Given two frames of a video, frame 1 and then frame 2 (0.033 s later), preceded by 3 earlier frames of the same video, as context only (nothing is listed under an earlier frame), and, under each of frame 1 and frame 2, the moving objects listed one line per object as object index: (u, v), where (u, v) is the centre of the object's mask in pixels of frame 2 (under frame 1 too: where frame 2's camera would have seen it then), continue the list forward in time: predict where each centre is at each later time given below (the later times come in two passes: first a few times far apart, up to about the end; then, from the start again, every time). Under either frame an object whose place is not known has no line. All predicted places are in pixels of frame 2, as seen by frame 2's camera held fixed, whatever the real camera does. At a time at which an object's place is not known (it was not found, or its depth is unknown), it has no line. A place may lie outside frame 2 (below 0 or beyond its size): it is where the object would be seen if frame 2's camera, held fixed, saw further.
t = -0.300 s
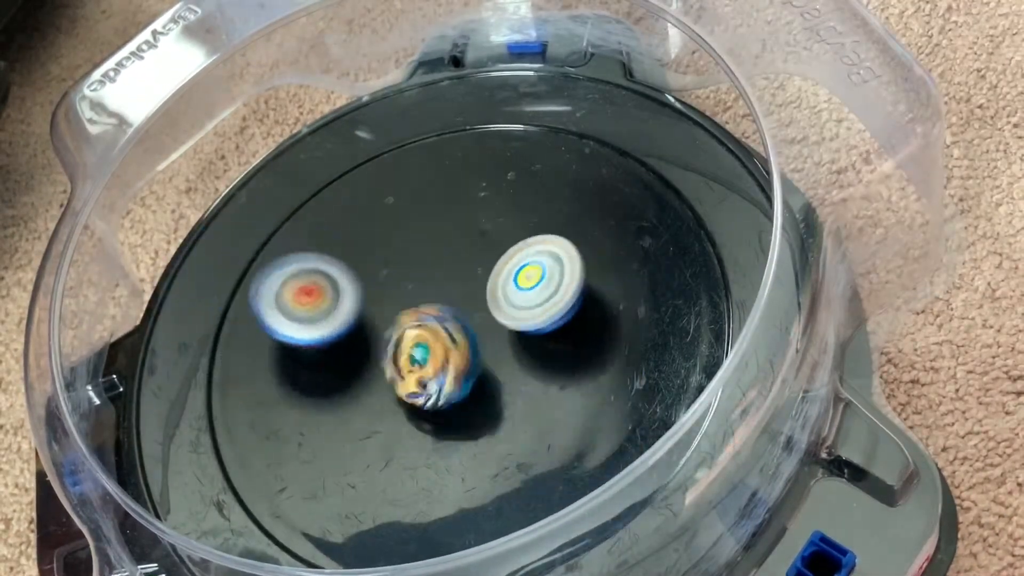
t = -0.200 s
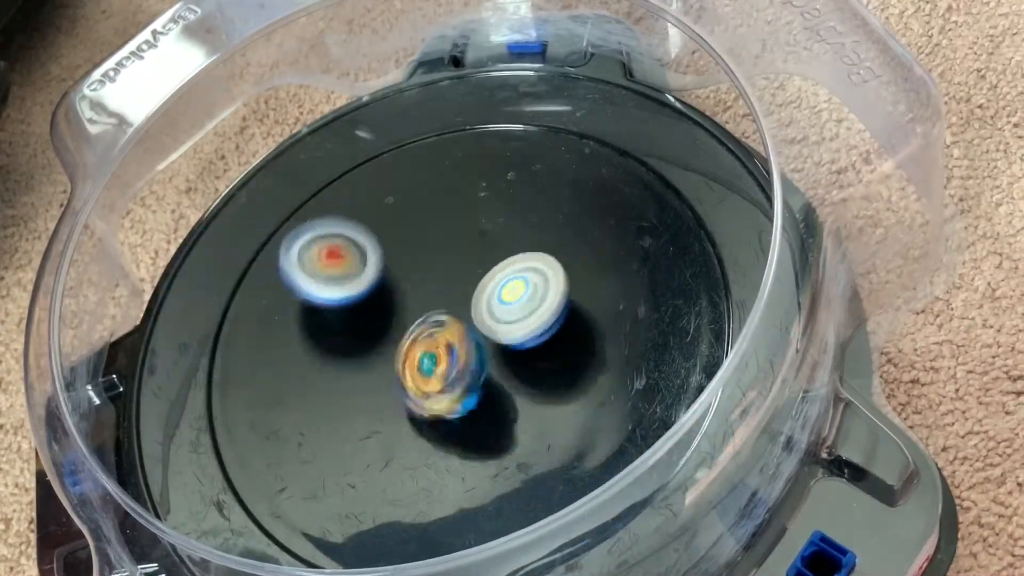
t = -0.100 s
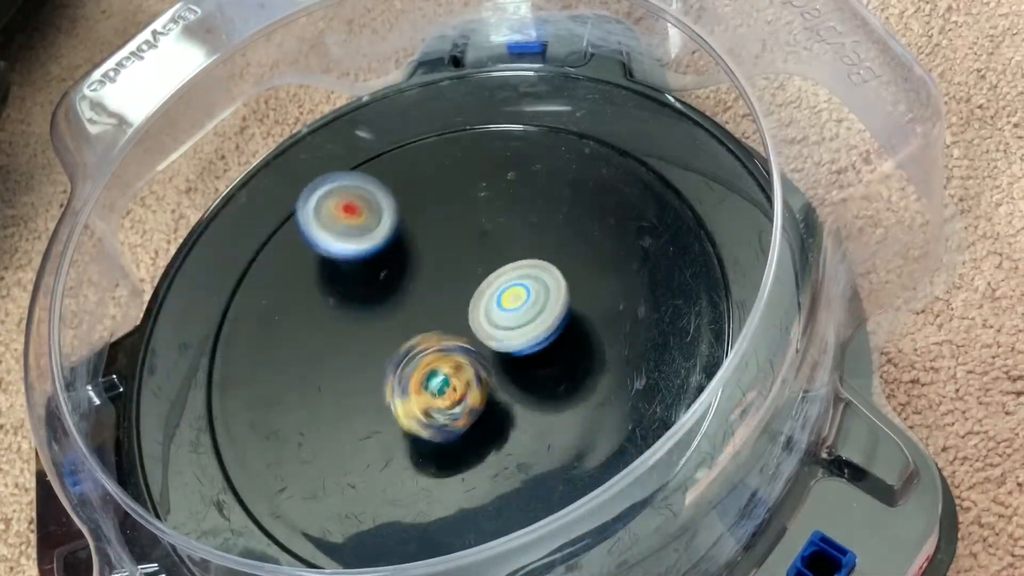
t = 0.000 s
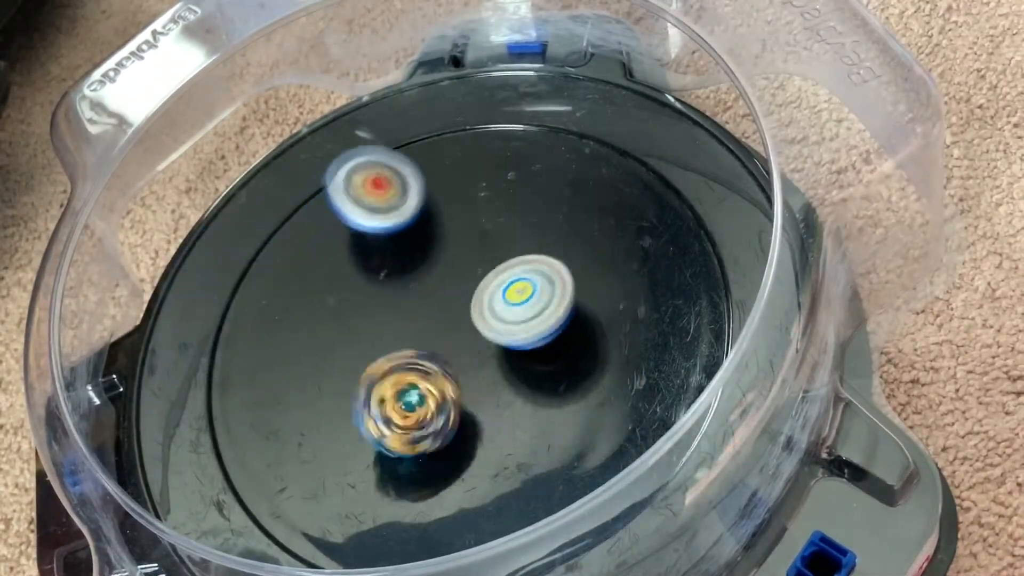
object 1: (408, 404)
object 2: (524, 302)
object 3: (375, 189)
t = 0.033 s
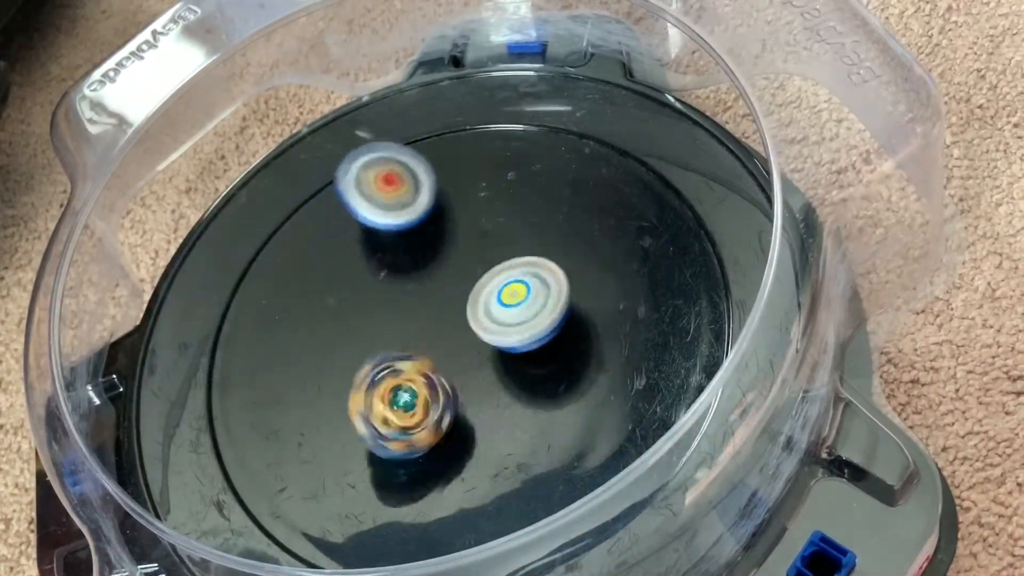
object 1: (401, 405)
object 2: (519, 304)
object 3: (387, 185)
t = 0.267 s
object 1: (409, 396)
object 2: (481, 315)
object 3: (483, 218)
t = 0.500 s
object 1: (381, 394)
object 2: (531, 357)
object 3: (569, 115)
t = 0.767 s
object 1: (421, 344)
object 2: (554, 360)
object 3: (506, 253)
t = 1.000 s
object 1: (356, 346)
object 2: (628, 405)
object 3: (596, 234)
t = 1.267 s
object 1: (386, 318)
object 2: (540, 367)
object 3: (630, 291)
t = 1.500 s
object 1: (376, 304)
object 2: (361, 398)
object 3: (528, 392)
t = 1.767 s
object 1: (414, 310)
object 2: (280, 420)
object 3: (374, 453)
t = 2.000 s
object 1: (401, 345)
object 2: (299, 327)
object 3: (433, 435)
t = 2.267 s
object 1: (421, 306)
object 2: (380, 218)
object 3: (477, 408)
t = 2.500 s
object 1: (430, 297)
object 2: (481, 190)
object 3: (378, 381)
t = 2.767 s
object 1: (450, 270)
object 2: (584, 236)
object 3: (235, 422)
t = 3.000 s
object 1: (427, 295)
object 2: (595, 326)
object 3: (283, 360)
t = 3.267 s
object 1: (488, 278)
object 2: (505, 434)
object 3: (308, 274)
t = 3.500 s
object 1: (489, 289)
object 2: (396, 438)
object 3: (366, 230)
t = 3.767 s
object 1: (464, 318)
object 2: (342, 351)
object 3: (477, 212)
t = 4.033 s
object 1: (452, 318)
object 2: (380, 250)
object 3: (563, 241)
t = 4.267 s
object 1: (453, 318)
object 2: (461, 222)
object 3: (582, 309)
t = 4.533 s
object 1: (452, 318)
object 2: (557, 273)
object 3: (523, 393)
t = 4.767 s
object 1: (452, 318)
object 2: (561, 356)
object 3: (430, 418)
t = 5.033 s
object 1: (453, 318)
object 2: (467, 414)
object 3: (354, 377)
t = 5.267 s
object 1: (456, 316)
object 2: (404, 396)
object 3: (331, 286)
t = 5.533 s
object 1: (488, 297)
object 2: (358, 333)
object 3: (389, 232)
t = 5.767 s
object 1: (496, 320)
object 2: (396, 282)
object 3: (464, 204)
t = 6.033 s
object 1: (506, 344)
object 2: (434, 293)
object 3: (535, 237)
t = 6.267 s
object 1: (456, 376)
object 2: (422, 286)
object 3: (542, 288)
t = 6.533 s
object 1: (429, 374)
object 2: (444, 274)
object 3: (538, 297)
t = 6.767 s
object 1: (418, 354)
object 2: (459, 262)
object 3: (539, 346)
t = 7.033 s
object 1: (417, 342)
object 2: (475, 262)
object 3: (514, 343)
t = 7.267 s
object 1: (413, 338)
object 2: (475, 261)
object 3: (520, 338)
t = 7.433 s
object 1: (415, 337)
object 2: (477, 262)
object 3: (533, 331)
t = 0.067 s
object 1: (397, 406)
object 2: (514, 306)
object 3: (399, 185)
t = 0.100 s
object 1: (396, 407)
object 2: (509, 308)
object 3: (412, 186)
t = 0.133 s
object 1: (398, 407)
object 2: (503, 310)
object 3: (426, 189)
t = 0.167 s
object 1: (399, 404)
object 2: (498, 312)
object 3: (440, 195)
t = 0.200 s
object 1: (402, 402)
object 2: (493, 313)
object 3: (454, 202)
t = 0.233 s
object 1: (404, 400)
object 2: (487, 314)
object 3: (469, 211)
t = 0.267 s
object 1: (409, 396)
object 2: (481, 315)
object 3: (483, 218)
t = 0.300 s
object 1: (396, 402)
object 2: (489, 329)
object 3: (503, 199)
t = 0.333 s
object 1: (382, 409)
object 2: (504, 342)
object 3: (523, 176)
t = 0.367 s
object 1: (373, 412)
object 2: (515, 351)
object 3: (538, 154)
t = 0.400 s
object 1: (370, 410)
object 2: (523, 357)
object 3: (552, 134)
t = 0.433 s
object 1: (372, 405)
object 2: (528, 360)
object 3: (562, 119)
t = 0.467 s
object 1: (375, 399)
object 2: (530, 360)
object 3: (567, 114)
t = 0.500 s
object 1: (381, 394)
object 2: (531, 357)
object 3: (569, 115)
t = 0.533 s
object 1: (387, 388)
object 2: (531, 353)
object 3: (570, 123)
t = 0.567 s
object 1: (394, 383)
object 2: (531, 349)
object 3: (566, 138)
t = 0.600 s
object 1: (403, 377)
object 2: (532, 345)
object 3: (560, 156)
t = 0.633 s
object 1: (410, 373)
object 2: (531, 341)
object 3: (552, 177)
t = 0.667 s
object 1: (417, 367)
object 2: (531, 338)
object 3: (543, 200)
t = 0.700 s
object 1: (424, 361)
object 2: (530, 334)
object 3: (532, 226)
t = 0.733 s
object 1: (430, 355)
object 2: (531, 336)
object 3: (519, 245)
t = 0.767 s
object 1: (421, 344)
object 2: (554, 360)
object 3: (506, 253)
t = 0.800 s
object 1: (414, 335)
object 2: (575, 377)
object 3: (496, 264)
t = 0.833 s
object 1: (390, 338)
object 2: (595, 391)
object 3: (508, 258)
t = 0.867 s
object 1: (371, 342)
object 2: (610, 401)
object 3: (525, 251)
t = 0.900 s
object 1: (359, 346)
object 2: (621, 405)
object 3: (544, 244)
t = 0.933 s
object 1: (355, 346)
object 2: (627, 406)
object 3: (563, 239)
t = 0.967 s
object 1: (354, 346)
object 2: (629, 406)
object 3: (580, 235)
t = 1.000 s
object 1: (356, 346)
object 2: (628, 405)
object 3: (596, 234)
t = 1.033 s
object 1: (359, 346)
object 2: (624, 403)
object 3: (609, 234)
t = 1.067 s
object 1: (366, 345)
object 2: (616, 400)
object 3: (621, 236)
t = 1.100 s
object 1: (374, 343)
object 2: (607, 397)
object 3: (629, 240)
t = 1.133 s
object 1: (379, 339)
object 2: (595, 391)
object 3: (636, 247)
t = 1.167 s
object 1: (384, 334)
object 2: (582, 385)
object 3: (639, 256)
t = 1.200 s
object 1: (385, 328)
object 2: (568, 379)
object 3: (640, 266)
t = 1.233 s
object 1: (386, 323)
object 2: (554, 373)
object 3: (636, 278)
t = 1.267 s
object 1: (386, 318)
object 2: (540, 367)
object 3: (630, 291)
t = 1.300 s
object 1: (384, 316)
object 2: (522, 363)
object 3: (623, 304)
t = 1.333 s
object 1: (383, 314)
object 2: (498, 360)
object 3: (614, 318)
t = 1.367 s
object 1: (383, 313)
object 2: (473, 360)
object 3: (601, 333)
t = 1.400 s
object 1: (379, 310)
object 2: (447, 365)
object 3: (586, 349)
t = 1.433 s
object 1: (377, 307)
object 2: (419, 375)
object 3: (567, 362)
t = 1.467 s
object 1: (375, 305)
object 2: (389, 387)
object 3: (548, 377)
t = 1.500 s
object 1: (376, 304)
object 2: (361, 398)
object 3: (528, 392)
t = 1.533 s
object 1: (378, 305)
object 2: (336, 408)
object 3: (507, 404)
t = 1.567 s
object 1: (381, 304)
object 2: (314, 416)
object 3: (485, 416)
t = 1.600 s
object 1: (384, 302)
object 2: (296, 422)
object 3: (462, 426)
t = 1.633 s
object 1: (389, 301)
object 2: (282, 427)
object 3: (440, 434)
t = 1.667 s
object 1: (395, 301)
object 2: (277, 428)
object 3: (420, 443)
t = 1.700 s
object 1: (401, 302)
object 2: (274, 426)
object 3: (401, 448)
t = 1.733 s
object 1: (408, 304)
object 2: (276, 424)
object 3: (385, 451)
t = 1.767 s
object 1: (414, 310)
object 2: (280, 420)
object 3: (374, 453)
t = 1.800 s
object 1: (418, 316)
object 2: (277, 409)
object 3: (376, 455)
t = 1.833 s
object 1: (419, 324)
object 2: (276, 396)
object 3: (383, 459)
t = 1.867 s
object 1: (418, 331)
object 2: (277, 382)
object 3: (392, 459)
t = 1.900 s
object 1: (414, 337)
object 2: (280, 370)
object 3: (401, 457)
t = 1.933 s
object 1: (409, 341)
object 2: (286, 356)
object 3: (412, 452)
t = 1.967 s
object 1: (404, 343)
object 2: (292, 341)
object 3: (422, 444)
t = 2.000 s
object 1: (401, 345)
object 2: (299, 327)
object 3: (433, 435)
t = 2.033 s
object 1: (402, 344)
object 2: (308, 313)
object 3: (441, 424)
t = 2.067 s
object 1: (403, 341)
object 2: (318, 299)
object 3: (448, 412)
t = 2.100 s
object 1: (404, 337)
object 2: (328, 286)
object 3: (454, 403)
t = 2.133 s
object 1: (405, 330)
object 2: (335, 269)
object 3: (466, 408)
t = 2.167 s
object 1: (408, 325)
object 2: (343, 255)
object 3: (475, 409)
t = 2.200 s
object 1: (410, 317)
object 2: (355, 241)
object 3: (479, 410)
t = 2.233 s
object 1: (414, 311)
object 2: (366, 228)
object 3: (480, 410)
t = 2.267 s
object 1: (421, 306)
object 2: (380, 218)
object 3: (477, 408)
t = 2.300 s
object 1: (427, 302)
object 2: (391, 209)
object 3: (470, 405)
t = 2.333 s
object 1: (429, 298)
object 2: (406, 204)
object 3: (460, 402)
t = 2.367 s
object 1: (428, 297)
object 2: (421, 197)
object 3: (446, 398)
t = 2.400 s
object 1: (428, 296)
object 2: (437, 192)
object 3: (431, 393)
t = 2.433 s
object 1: (428, 297)
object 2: (450, 190)
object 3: (416, 388)
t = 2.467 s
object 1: (429, 297)
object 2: (466, 190)
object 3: (399, 383)
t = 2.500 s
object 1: (430, 297)
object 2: (481, 190)
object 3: (378, 381)
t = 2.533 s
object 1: (439, 285)
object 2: (497, 191)
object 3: (347, 396)
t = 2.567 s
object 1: (447, 276)
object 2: (510, 194)
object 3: (317, 409)
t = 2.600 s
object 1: (451, 270)
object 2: (525, 199)
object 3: (293, 417)
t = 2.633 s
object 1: (452, 266)
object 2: (540, 205)
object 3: (275, 422)
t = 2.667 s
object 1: (451, 264)
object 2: (552, 210)
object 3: (260, 425)
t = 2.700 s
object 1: (451, 265)
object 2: (564, 219)
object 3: (248, 425)
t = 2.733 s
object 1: (450, 267)
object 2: (574, 228)
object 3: (240, 425)
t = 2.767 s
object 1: (450, 270)
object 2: (584, 236)
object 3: (235, 422)
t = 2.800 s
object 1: (450, 274)
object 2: (590, 248)
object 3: (233, 418)
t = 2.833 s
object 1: (448, 279)
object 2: (596, 258)
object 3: (236, 412)
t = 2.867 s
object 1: (445, 284)
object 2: (600, 272)
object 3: (240, 405)
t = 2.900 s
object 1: (441, 288)
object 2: (601, 284)
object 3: (248, 396)
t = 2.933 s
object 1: (436, 290)
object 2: (601, 298)
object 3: (257, 385)
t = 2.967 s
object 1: (432, 292)
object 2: (599, 314)
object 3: (269, 373)
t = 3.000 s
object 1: (427, 295)
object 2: (595, 326)
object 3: (283, 360)
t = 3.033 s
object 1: (423, 296)
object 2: (589, 343)
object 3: (298, 346)
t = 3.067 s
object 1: (423, 296)
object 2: (580, 360)
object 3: (313, 332)
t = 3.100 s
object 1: (430, 295)
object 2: (573, 372)
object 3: (322, 319)
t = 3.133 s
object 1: (450, 291)
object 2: (562, 388)
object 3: (313, 307)
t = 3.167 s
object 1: (468, 287)
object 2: (548, 402)
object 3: (308, 299)
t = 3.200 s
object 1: (479, 283)
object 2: (537, 413)
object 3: (305, 290)
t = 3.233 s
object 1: (486, 279)
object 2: (522, 424)
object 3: (305, 282)
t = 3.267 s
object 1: (488, 278)
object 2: (505, 434)
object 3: (308, 274)
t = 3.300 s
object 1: (487, 277)
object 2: (491, 439)
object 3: (311, 265)
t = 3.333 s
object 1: (487, 278)
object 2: (475, 445)
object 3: (316, 258)
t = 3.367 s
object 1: (487, 279)
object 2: (458, 449)
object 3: (323, 252)
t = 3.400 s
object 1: (487, 281)
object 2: (441, 448)
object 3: (331, 244)
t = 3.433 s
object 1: (488, 283)
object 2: (425, 447)
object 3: (341, 239)
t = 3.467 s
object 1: (489, 286)
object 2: (410, 444)
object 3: (353, 235)
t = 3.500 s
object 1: (489, 289)
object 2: (396, 438)
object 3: (366, 230)
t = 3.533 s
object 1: (488, 294)
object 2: (382, 432)
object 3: (381, 227)
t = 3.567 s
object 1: (487, 299)
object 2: (372, 423)
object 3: (395, 223)
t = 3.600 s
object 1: (484, 303)
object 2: (363, 414)
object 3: (409, 222)
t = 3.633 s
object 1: (480, 307)
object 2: (355, 403)
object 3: (424, 220)
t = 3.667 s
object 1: (475, 312)
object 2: (351, 389)
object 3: (437, 219)
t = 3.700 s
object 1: (471, 315)
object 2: (345, 376)
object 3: (451, 216)
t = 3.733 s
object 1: (467, 318)
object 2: (343, 365)
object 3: (465, 213)
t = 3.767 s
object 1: (464, 318)
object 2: (342, 351)
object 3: (477, 212)
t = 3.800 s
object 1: (460, 318)
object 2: (342, 337)
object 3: (491, 212)
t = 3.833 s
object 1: (458, 317)
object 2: (347, 323)
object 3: (503, 215)
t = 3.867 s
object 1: (454, 318)
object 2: (351, 310)
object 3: (515, 218)
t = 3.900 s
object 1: (452, 319)
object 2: (356, 298)
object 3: (526, 221)
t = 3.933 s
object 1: (452, 319)
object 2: (359, 285)
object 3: (535, 225)
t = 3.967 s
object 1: (452, 318)
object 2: (363, 273)
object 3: (545, 230)
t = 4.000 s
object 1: (452, 318)
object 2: (373, 261)
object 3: (554, 235)
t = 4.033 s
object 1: (452, 318)
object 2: (380, 250)
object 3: (563, 241)
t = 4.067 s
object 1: (452, 318)
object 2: (390, 243)
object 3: (570, 247)
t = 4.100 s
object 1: (453, 318)
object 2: (400, 236)
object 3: (575, 255)
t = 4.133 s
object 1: (453, 318)
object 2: (412, 232)
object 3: (579, 264)
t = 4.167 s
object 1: (453, 318)
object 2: (425, 226)
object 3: (582, 274)
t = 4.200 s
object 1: (452, 318)
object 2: (435, 223)
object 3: (584, 286)
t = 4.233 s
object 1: (452, 318)
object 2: (448, 221)
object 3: (584, 297)
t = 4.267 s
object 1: (453, 318)
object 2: (461, 222)
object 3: (582, 309)
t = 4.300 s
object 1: (453, 318)
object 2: (475, 224)
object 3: (579, 320)
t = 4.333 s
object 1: (453, 318)
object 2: (487, 226)
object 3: (573, 332)
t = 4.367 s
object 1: (453, 318)
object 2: (499, 233)
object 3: (566, 344)
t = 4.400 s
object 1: (453, 318)
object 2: (513, 239)
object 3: (560, 356)
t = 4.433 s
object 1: (452, 318)
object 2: (525, 246)
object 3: (552, 365)
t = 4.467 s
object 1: (452, 318)
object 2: (537, 254)
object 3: (544, 375)
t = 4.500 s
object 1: (452, 318)
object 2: (546, 264)
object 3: (535, 384)
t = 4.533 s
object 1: (452, 318)
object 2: (557, 273)
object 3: (523, 393)
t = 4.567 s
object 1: (452, 318)
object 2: (563, 283)
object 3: (510, 401)
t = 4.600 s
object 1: (452, 318)
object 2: (568, 294)
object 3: (497, 406)
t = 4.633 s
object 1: (452, 318)
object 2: (570, 306)
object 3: (484, 412)
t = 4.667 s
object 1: (452, 318)
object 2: (571, 319)
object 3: (471, 415)
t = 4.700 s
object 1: (452, 318)
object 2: (569, 330)
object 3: (457, 418)
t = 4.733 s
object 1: (452, 318)
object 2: (565, 344)
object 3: (442, 418)
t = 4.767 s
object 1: (452, 318)
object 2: (561, 356)
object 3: (430, 418)
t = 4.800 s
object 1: (452, 318)
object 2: (554, 368)
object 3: (417, 416)
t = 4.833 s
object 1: (452, 318)
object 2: (544, 379)
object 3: (406, 413)
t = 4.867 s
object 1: (452, 318)
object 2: (534, 390)
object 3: (394, 409)
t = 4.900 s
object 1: (452, 318)
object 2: (523, 398)
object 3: (382, 405)
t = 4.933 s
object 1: (453, 318)
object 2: (509, 406)
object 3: (373, 399)
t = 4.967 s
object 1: (453, 318)
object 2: (496, 410)
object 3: (366, 393)
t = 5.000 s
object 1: (453, 318)
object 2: (481, 413)
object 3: (360, 385)
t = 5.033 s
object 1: (453, 318)
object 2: (467, 414)
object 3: (354, 377)
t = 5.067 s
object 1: (453, 318)
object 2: (451, 414)
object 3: (349, 368)
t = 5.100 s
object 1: (453, 318)
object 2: (438, 411)
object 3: (345, 359)
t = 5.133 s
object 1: (453, 318)
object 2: (429, 413)
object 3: (338, 342)
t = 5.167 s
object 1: (453, 317)
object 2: (424, 412)
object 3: (333, 324)
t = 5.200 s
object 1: (453, 317)
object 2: (417, 407)
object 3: (331, 308)
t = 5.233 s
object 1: (453, 316)
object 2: (414, 401)
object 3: (329, 295)
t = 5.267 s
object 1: (456, 316)
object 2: (404, 396)
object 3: (331, 286)
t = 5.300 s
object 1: (459, 314)
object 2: (397, 390)
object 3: (334, 277)
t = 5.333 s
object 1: (462, 312)
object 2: (389, 385)
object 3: (338, 268)
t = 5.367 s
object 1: (465, 310)
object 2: (382, 378)
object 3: (342, 260)
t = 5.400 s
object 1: (468, 311)
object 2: (379, 371)
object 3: (349, 254)
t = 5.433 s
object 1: (477, 309)
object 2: (369, 364)
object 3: (358, 247)
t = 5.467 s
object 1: (485, 305)
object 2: (364, 353)
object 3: (368, 240)
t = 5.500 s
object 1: (488, 300)
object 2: (361, 342)
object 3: (376, 235)
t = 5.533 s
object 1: (488, 297)
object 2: (358, 333)
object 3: (389, 232)
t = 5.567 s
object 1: (486, 295)
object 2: (359, 323)
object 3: (402, 229)
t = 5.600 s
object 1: (486, 297)
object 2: (362, 316)
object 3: (417, 225)
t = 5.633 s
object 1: (494, 305)
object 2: (365, 309)
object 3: (423, 215)
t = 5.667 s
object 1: (496, 313)
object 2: (371, 301)
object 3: (434, 209)
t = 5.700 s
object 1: (496, 318)
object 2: (380, 294)
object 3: (443, 205)
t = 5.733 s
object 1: (496, 320)
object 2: (389, 287)
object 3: (452, 203)
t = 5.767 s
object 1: (496, 320)
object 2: (396, 282)
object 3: (464, 204)
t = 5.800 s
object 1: (495, 319)
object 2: (406, 279)
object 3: (477, 204)
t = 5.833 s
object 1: (498, 322)
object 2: (412, 276)
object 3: (487, 207)
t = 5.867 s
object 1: (502, 323)
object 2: (417, 276)
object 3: (498, 213)
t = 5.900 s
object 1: (507, 323)
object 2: (421, 276)
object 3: (509, 217)
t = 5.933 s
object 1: (509, 328)
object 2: (425, 280)
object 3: (517, 222)
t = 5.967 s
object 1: (510, 336)
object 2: (428, 285)
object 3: (526, 226)
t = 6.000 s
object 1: (508, 340)
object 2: (430, 290)
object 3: (532, 229)
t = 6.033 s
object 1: (506, 344)
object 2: (434, 293)
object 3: (535, 237)
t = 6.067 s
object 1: (503, 351)
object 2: (434, 296)
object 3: (540, 243)
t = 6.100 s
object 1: (499, 355)
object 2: (434, 297)
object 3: (541, 253)
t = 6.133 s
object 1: (489, 362)
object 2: (432, 297)
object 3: (545, 260)
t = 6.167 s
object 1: (476, 371)
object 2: (431, 296)
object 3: (550, 262)
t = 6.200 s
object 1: (466, 376)
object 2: (428, 293)
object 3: (549, 271)
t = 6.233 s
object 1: (459, 378)
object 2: (427, 290)
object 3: (548, 279)
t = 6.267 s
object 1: (456, 376)
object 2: (422, 286)
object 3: (542, 288)
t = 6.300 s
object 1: (455, 373)
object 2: (423, 281)
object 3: (537, 296)
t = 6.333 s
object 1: (446, 379)
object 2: (428, 278)
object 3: (542, 297)
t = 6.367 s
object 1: (436, 385)
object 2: (432, 275)
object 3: (550, 292)
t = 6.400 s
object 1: (432, 386)
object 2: (435, 273)
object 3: (553, 291)
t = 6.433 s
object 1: (431, 384)
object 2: (437, 273)
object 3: (554, 290)
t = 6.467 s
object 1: (431, 381)
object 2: (439, 272)
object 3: (549, 291)
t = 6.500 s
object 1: (430, 377)
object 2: (442, 273)
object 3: (544, 292)
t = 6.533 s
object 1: (429, 374)
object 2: (444, 274)
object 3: (538, 297)
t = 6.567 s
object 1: (428, 369)
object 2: (445, 272)
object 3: (534, 306)
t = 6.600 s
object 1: (428, 364)
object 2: (447, 273)
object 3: (531, 310)
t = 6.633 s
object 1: (428, 363)
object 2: (450, 272)
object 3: (530, 321)
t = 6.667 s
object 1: (429, 361)
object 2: (450, 269)
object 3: (529, 332)
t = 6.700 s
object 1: (427, 359)
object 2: (452, 266)
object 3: (528, 340)
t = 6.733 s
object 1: (427, 357)
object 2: (455, 263)
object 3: (529, 343)
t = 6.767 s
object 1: (418, 354)
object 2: (459, 262)
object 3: (539, 346)
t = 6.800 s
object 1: (413, 350)
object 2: (463, 261)
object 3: (545, 347)
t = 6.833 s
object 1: (414, 347)
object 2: (467, 261)
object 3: (544, 349)
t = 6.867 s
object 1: (416, 344)
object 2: (471, 262)
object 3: (536, 352)
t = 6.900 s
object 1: (419, 342)
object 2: (473, 262)
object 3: (530, 353)
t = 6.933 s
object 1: (418, 342)
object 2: (475, 261)
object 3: (524, 353)
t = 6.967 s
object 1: (418, 342)
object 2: (475, 262)
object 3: (519, 350)
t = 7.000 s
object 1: (418, 342)
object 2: (475, 262)
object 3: (517, 347)
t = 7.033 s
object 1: (417, 342)
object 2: (475, 262)
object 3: (514, 343)
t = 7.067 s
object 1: (417, 342)
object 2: (474, 261)
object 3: (512, 339)
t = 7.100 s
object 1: (417, 342)
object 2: (474, 260)
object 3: (513, 336)
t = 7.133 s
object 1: (416, 342)
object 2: (472, 259)
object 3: (512, 335)
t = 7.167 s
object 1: (415, 342)
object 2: (472, 258)
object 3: (512, 334)
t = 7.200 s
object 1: (416, 341)
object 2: (474, 259)
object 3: (512, 334)
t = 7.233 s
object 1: (415, 339)
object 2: (475, 260)
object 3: (516, 338)
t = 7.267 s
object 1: (413, 338)
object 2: (475, 261)
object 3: (520, 338)
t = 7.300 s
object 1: (414, 337)
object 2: (475, 261)
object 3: (527, 330)
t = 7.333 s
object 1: (415, 337)
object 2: (475, 260)
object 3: (535, 331)
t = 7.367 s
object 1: (415, 337)
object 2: (475, 261)
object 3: (536, 332)
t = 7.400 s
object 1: (415, 337)
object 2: (476, 262)
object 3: (534, 332)
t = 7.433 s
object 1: (415, 337)
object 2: (477, 262)
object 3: (533, 331)
